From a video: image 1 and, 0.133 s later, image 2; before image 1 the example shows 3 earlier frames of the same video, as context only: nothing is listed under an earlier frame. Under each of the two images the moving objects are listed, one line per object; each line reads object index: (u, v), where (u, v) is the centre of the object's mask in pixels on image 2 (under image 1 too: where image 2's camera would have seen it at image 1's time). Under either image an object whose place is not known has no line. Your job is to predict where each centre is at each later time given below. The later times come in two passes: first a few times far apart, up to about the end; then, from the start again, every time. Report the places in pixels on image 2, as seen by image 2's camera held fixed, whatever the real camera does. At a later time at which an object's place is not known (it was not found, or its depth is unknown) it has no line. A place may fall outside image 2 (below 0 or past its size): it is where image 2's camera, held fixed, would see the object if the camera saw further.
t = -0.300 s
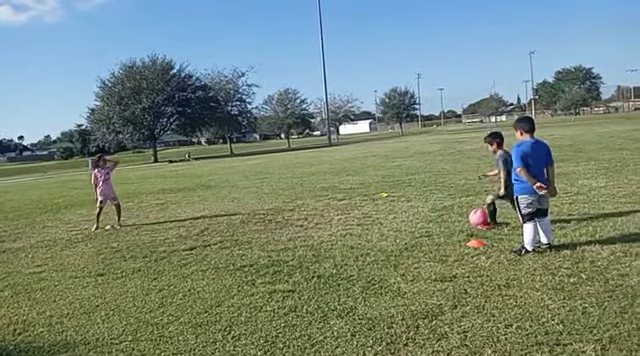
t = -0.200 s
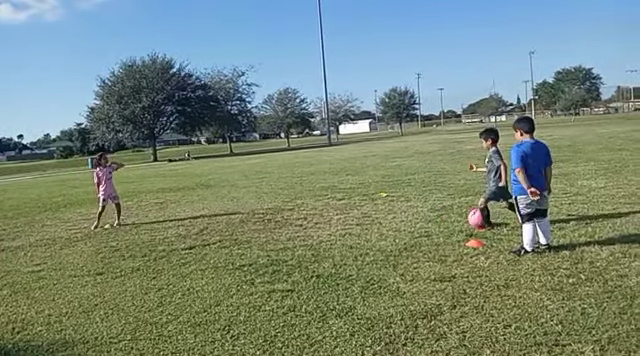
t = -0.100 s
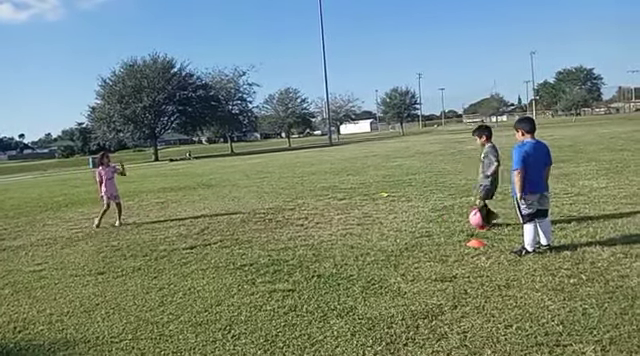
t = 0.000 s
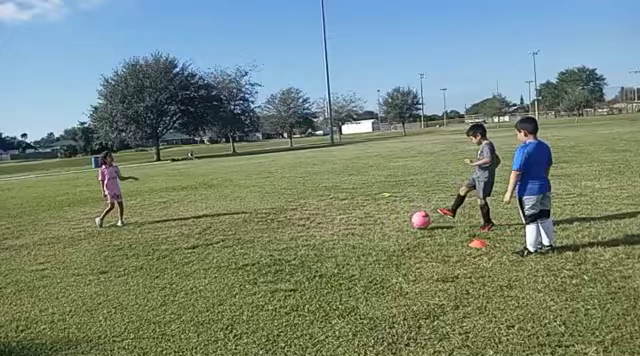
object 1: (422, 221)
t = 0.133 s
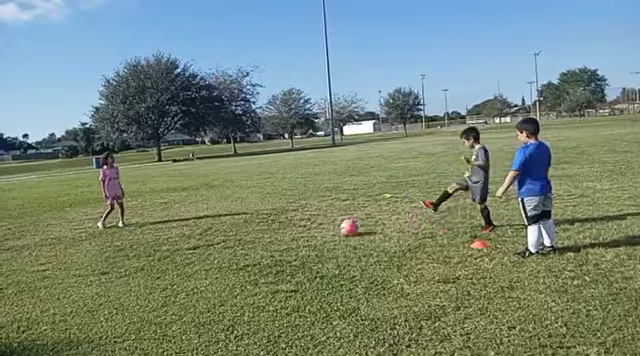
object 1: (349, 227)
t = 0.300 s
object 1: (273, 233)
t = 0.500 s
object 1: (201, 235)
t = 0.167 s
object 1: (334, 228)
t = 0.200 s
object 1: (317, 230)
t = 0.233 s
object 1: (303, 231)
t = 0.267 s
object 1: (287, 233)
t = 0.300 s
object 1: (273, 233)
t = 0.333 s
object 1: (259, 234)
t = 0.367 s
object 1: (246, 236)
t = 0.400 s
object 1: (233, 237)
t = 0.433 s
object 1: (222, 237)
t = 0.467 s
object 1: (210, 237)
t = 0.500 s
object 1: (201, 235)
